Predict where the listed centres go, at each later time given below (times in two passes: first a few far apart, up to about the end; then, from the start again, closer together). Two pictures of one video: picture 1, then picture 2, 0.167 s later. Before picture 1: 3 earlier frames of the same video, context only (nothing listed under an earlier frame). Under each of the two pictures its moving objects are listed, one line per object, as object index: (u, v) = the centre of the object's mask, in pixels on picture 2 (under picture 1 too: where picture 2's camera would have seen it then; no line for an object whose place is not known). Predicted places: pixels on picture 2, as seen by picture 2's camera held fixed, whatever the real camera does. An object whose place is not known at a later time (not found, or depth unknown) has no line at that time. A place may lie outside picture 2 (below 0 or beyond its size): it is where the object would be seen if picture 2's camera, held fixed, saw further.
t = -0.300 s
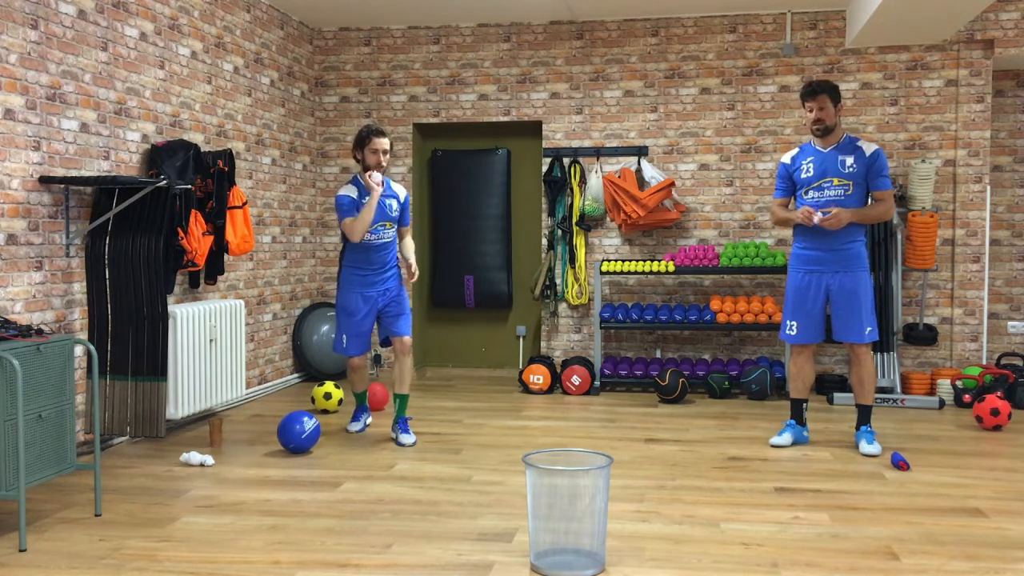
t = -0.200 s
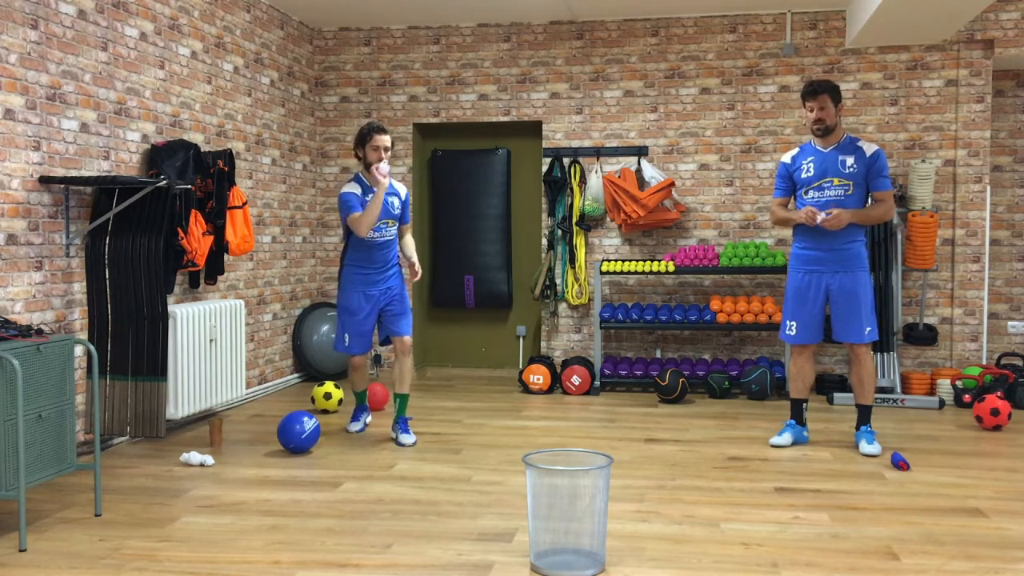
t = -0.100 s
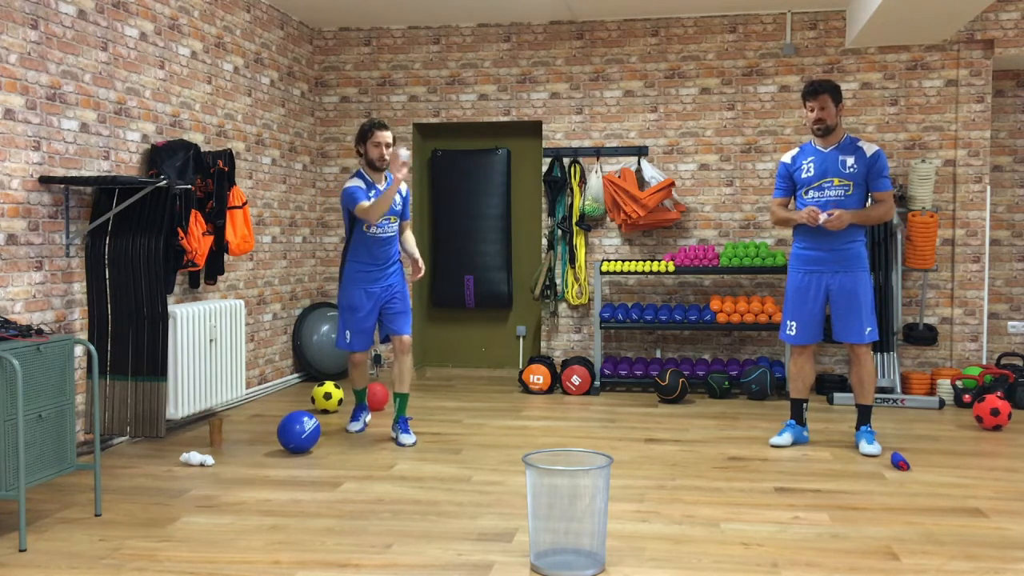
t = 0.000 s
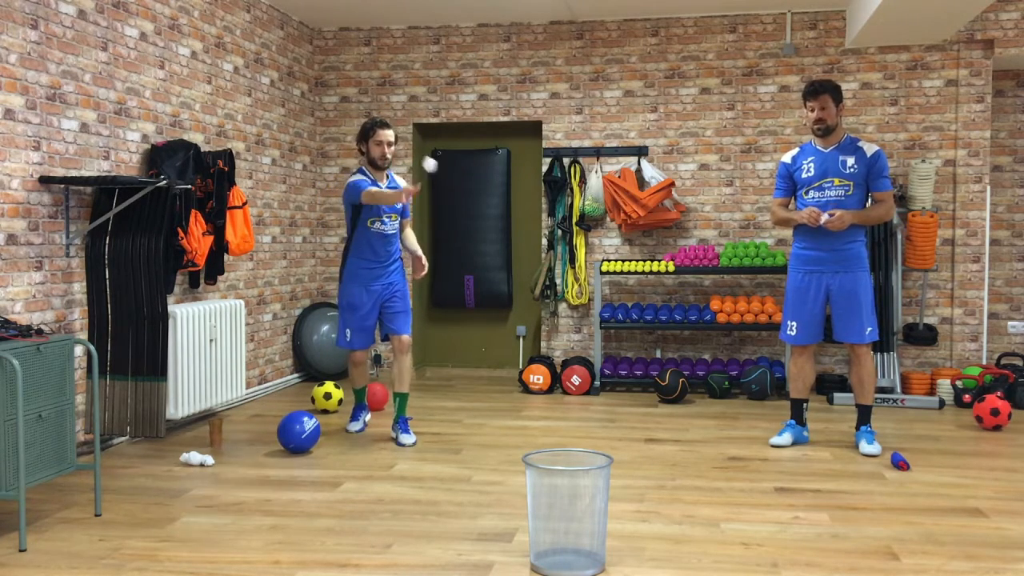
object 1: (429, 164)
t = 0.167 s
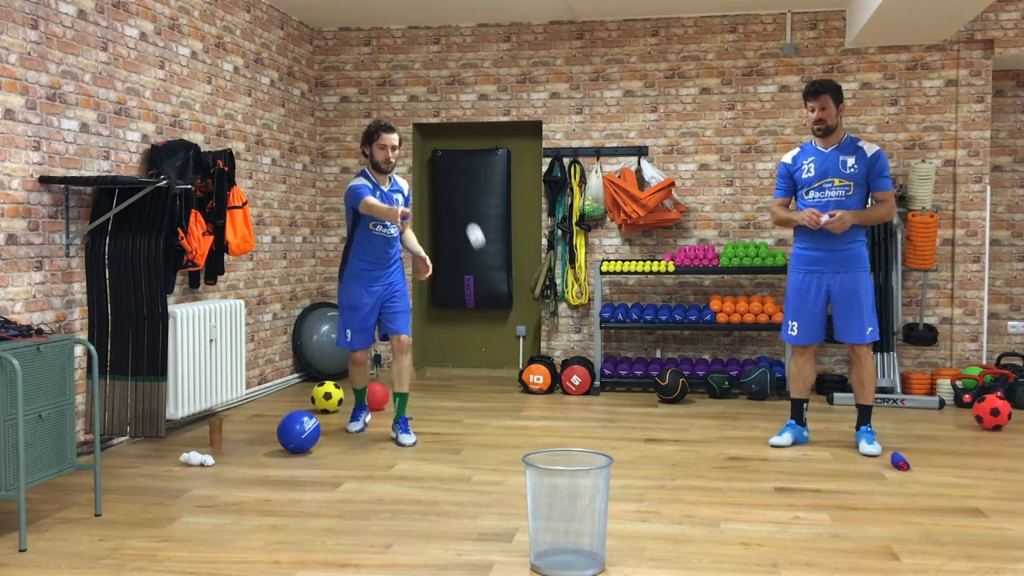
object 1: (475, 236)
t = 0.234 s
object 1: (493, 286)
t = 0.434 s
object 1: (522, 509)
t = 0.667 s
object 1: (469, 516)
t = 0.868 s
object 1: (434, 514)
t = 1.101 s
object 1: (408, 501)
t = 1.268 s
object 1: (393, 499)
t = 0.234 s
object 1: (493, 286)
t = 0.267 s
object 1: (502, 317)
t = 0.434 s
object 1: (522, 509)
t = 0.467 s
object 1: (518, 540)
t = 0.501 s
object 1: (509, 533)
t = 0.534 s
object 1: (500, 524)
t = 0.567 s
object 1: (493, 516)
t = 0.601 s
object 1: (484, 513)
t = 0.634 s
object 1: (476, 514)
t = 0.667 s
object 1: (469, 516)
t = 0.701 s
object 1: (462, 523)
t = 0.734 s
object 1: (456, 520)
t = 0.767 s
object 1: (450, 515)
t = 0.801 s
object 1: (444, 514)
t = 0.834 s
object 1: (439, 514)
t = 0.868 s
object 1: (434, 514)
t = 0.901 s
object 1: (430, 510)
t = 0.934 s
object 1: (426, 508)
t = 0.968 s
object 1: (421, 507)
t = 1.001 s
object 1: (417, 506)
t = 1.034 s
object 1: (414, 506)
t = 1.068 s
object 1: (411, 503)
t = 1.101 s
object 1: (408, 501)
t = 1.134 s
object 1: (406, 500)
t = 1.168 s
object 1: (403, 501)
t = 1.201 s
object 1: (400, 500)
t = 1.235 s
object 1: (396, 500)
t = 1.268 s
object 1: (393, 499)
